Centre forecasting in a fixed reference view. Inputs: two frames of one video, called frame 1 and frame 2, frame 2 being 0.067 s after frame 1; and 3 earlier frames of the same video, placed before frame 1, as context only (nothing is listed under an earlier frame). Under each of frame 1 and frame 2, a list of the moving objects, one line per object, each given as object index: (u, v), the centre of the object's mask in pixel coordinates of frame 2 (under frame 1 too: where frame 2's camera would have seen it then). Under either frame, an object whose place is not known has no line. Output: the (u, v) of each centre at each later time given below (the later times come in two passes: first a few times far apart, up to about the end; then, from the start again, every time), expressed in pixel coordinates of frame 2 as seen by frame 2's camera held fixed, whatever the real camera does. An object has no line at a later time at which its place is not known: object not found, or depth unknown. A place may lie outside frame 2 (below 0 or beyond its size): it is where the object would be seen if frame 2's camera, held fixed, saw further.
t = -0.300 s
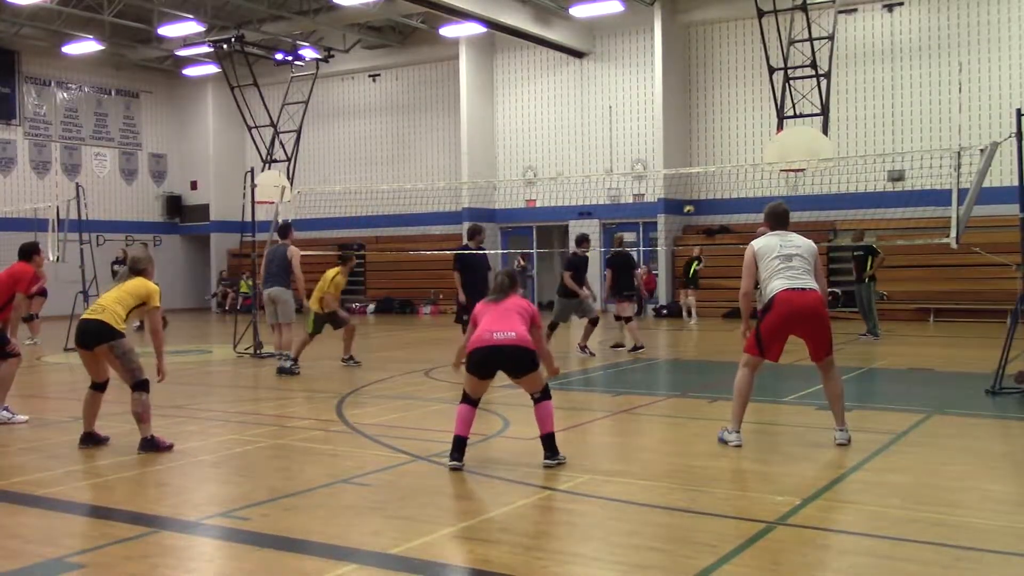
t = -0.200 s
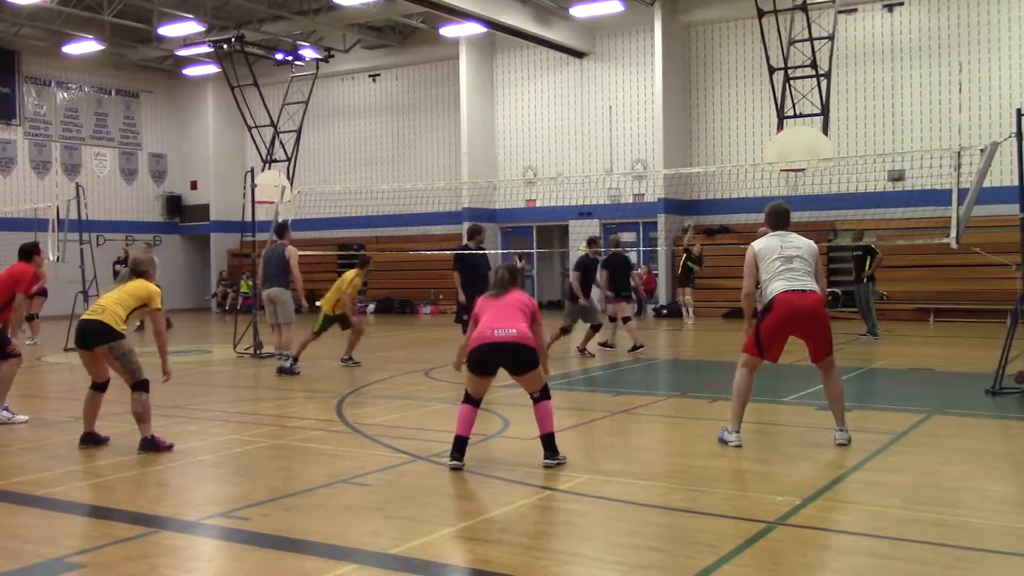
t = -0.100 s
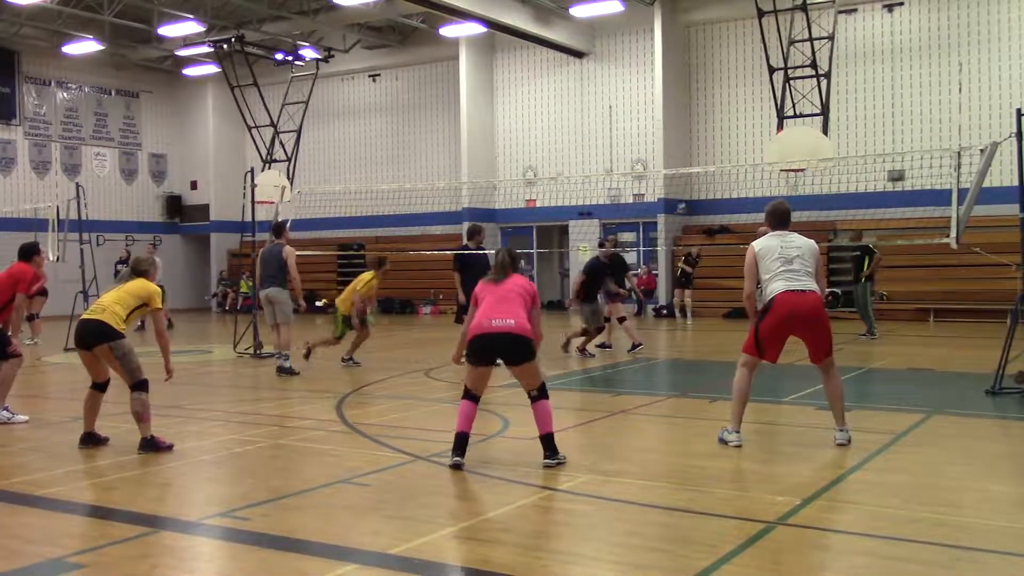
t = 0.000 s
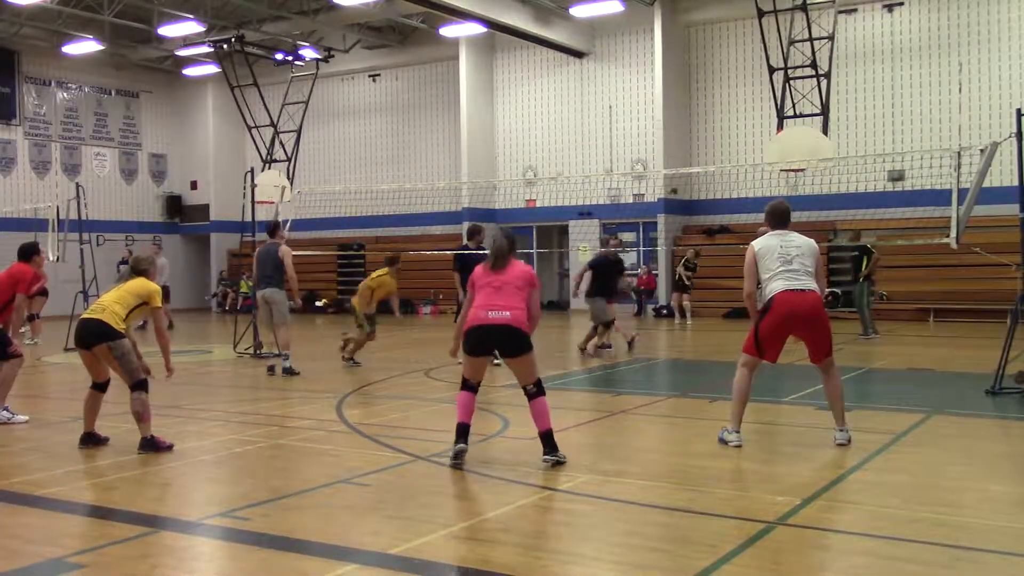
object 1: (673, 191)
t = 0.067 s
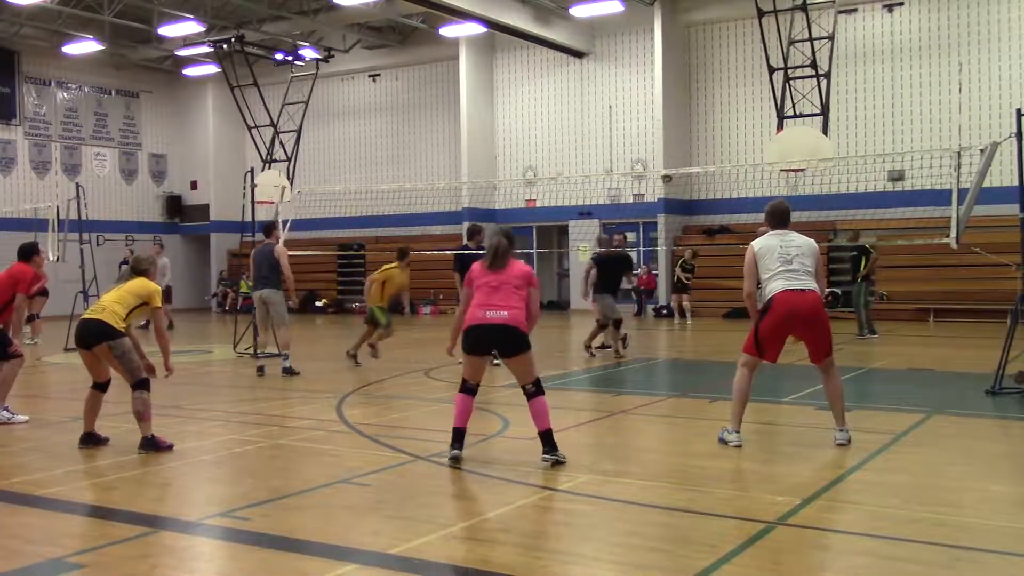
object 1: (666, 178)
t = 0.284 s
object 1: (639, 157)
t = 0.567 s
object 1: (595, 172)
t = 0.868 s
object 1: (607, 174)
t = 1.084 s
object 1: (620, 222)
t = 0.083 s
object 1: (664, 176)
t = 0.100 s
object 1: (663, 175)
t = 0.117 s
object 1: (661, 166)
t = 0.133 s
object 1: (660, 166)
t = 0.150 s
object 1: (658, 166)
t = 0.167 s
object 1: (657, 165)
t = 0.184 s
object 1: (654, 163)
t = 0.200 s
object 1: (652, 162)
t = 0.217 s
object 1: (648, 160)
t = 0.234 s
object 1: (647, 160)
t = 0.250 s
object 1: (645, 159)
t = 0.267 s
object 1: (642, 158)
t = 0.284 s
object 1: (639, 157)
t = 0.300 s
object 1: (637, 156)
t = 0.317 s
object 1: (635, 156)
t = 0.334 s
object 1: (632, 157)
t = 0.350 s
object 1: (630, 156)
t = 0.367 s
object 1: (627, 157)
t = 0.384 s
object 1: (624, 157)
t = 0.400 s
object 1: (622, 157)
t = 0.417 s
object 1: (618, 158)
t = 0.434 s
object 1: (616, 160)
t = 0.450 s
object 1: (613, 161)
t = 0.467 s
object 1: (611, 162)
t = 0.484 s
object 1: (608, 165)
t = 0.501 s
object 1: (605, 167)
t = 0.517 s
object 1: (602, 168)
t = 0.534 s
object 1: (599, 169)
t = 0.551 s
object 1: (597, 173)
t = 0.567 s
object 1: (595, 172)
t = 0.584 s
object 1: (595, 172)
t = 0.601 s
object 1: (596, 171)
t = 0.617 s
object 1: (596, 170)
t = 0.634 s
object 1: (597, 168)
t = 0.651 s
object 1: (598, 167)
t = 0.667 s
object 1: (598, 167)
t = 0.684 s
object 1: (599, 167)
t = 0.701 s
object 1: (600, 165)
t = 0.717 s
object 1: (600, 165)
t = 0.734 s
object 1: (601, 165)
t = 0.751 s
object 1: (602, 165)
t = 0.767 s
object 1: (603, 166)
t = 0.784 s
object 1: (604, 167)
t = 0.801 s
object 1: (604, 167)
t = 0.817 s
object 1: (605, 168)
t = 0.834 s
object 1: (606, 170)
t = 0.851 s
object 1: (606, 172)
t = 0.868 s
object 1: (607, 174)
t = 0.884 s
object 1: (609, 176)
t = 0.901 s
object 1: (610, 179)
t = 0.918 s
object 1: (610, 180)
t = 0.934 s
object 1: (611, 182)
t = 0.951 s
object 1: (612, 184)
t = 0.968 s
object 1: (612, 187)
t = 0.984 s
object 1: (612, 189)
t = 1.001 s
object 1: (614, 196)
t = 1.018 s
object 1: (615, 198)
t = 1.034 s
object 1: (616, 205)
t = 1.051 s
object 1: (618, 212)
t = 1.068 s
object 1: (618, 215)
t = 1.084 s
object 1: (620, 222)
